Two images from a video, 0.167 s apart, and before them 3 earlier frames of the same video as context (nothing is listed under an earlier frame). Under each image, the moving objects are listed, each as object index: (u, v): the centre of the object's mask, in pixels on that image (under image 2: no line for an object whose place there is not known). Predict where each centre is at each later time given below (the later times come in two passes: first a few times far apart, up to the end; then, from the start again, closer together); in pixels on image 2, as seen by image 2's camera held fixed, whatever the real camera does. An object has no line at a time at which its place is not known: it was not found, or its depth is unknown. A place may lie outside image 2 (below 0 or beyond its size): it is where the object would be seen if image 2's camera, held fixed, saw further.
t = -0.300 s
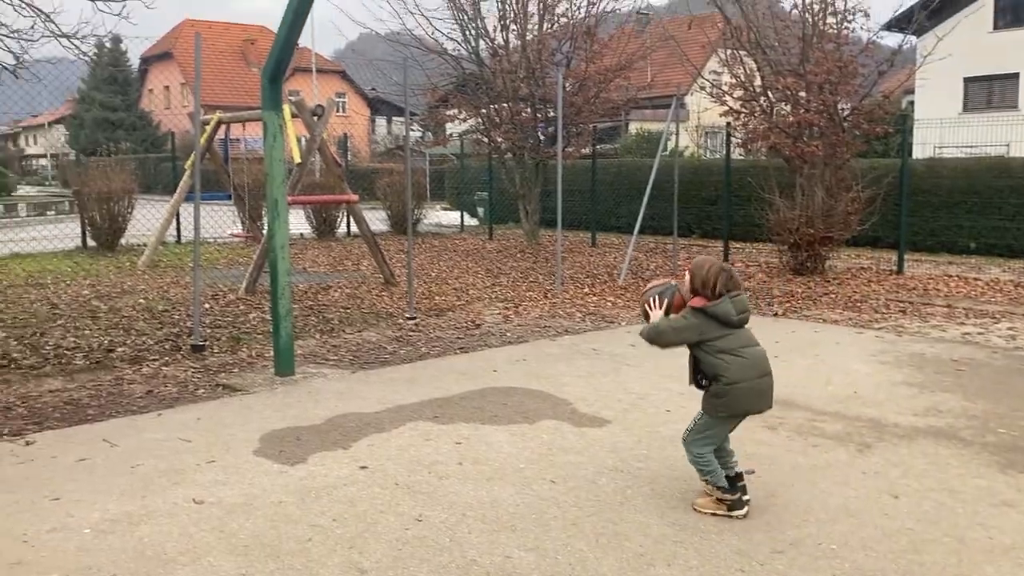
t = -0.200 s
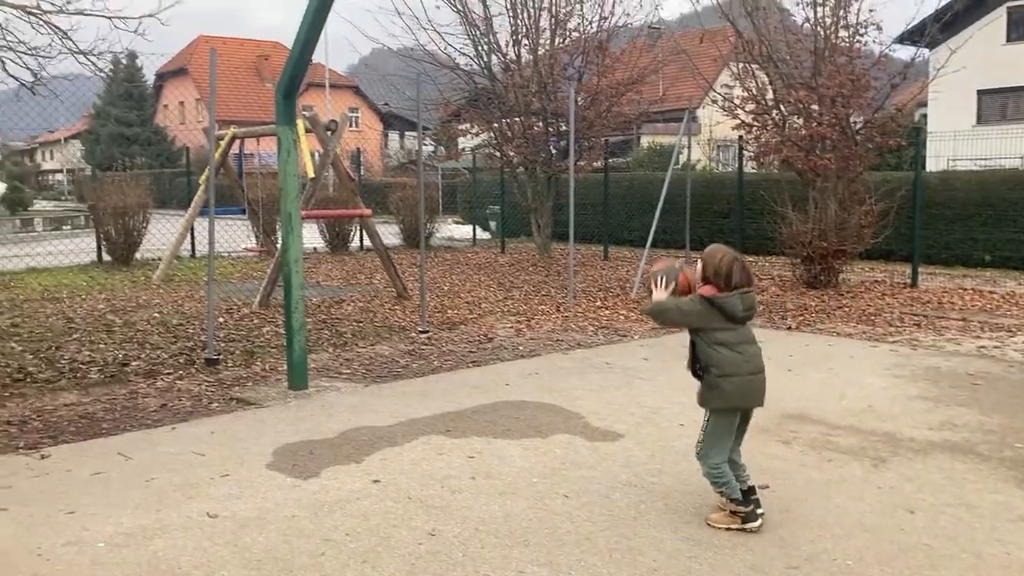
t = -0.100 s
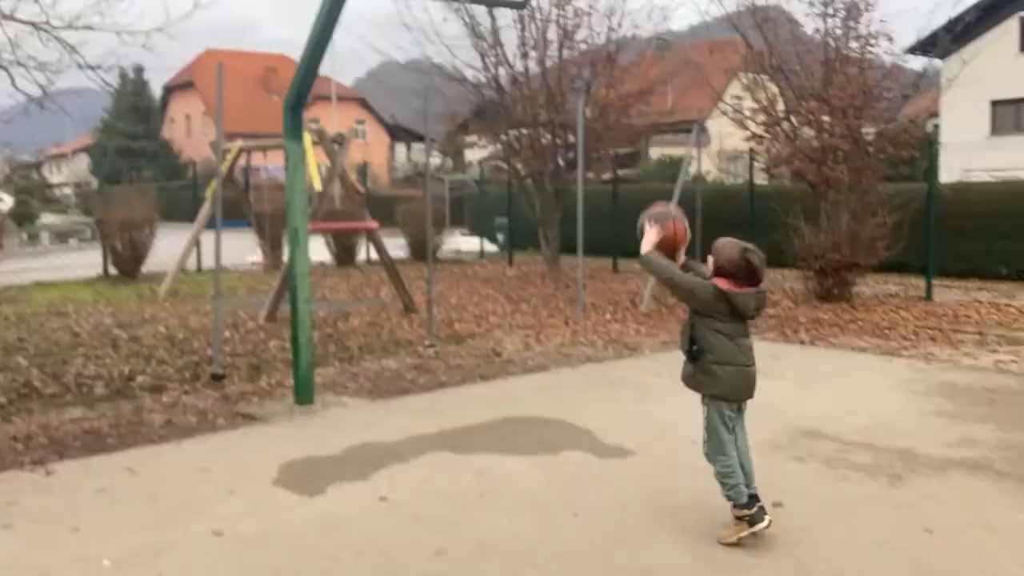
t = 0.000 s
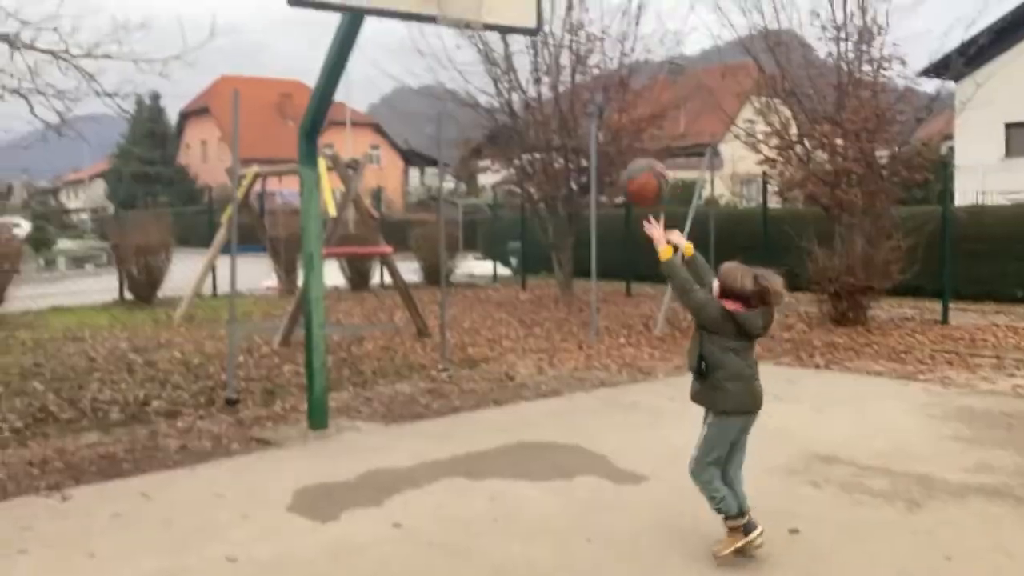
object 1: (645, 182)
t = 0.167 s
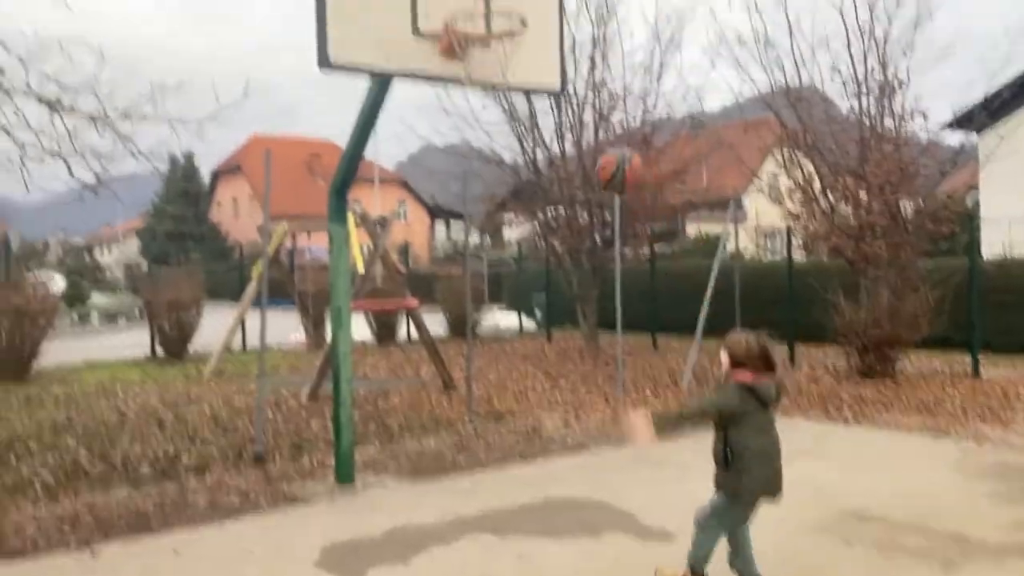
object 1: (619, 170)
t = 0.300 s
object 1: (587, 161)
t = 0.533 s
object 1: (533, 215)
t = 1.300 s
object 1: (464, 344)
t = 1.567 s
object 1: (471, 339)
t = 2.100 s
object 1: (489, 395)
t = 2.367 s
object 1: (495, 376)
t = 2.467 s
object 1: (499, 390)
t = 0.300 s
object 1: (587, 161)
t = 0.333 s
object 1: (579, 163)
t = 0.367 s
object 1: (569, 169)
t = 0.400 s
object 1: (559, 178)
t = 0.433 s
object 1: (552, 181)
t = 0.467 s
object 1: (545, 190)
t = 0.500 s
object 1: (538, 201)
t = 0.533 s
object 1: (533, 215)
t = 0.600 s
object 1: (520, 247)
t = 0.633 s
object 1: (513, 264)
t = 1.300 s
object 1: (464, 344)
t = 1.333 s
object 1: (465, 339)
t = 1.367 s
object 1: (466, 334)
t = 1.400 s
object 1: (467, 331)
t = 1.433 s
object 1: (468, 330)
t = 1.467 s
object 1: (469, 330)
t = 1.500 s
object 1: (470, 332)
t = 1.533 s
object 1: (471, 334)
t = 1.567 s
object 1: (471, 339)
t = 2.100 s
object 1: (489, 395)
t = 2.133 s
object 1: (490, 389)
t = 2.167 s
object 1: (491, 382)
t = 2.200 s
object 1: (492, 378)
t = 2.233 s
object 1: (492, 374)
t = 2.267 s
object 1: (493, 373)
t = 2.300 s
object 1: (493, 372)
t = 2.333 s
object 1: (494, 373)
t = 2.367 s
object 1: (495, 376)
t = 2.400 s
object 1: (496, 380)
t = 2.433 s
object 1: (497, 384)
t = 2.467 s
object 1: (499, 390)
